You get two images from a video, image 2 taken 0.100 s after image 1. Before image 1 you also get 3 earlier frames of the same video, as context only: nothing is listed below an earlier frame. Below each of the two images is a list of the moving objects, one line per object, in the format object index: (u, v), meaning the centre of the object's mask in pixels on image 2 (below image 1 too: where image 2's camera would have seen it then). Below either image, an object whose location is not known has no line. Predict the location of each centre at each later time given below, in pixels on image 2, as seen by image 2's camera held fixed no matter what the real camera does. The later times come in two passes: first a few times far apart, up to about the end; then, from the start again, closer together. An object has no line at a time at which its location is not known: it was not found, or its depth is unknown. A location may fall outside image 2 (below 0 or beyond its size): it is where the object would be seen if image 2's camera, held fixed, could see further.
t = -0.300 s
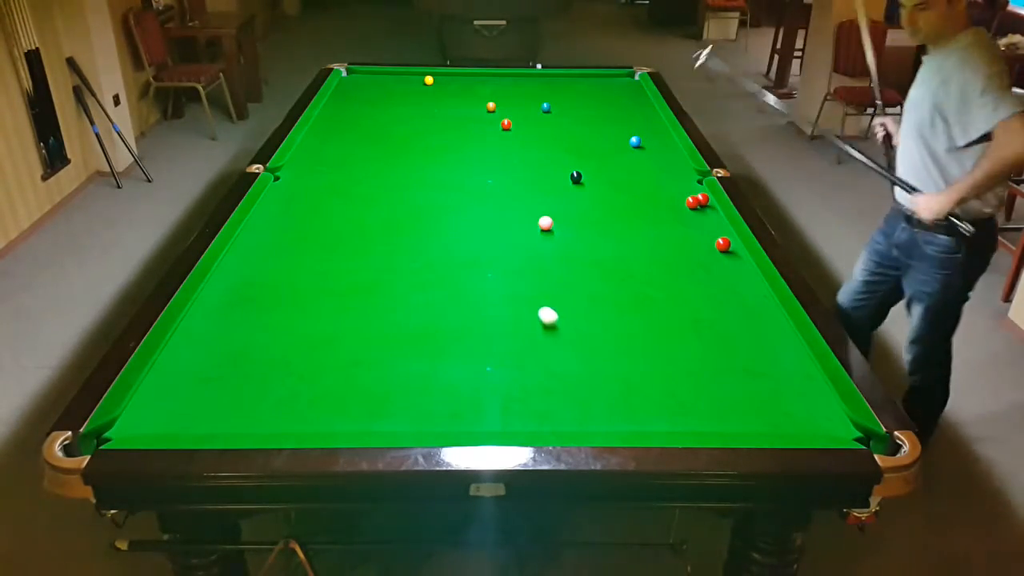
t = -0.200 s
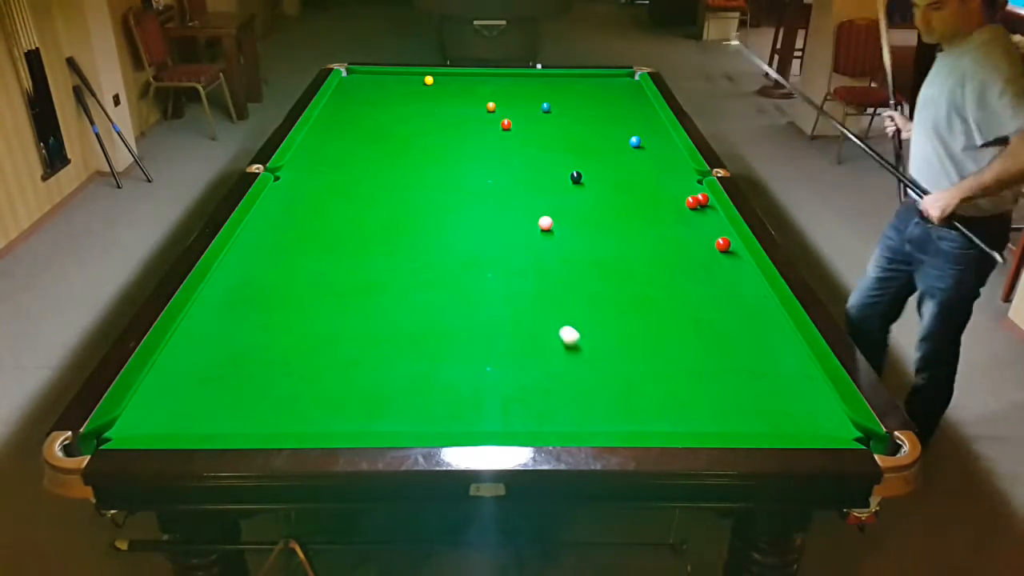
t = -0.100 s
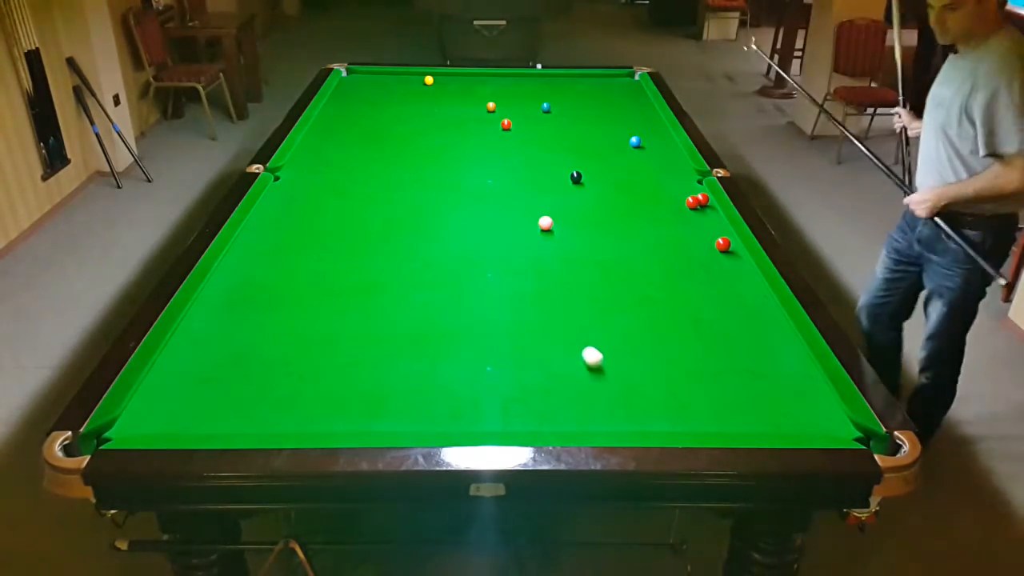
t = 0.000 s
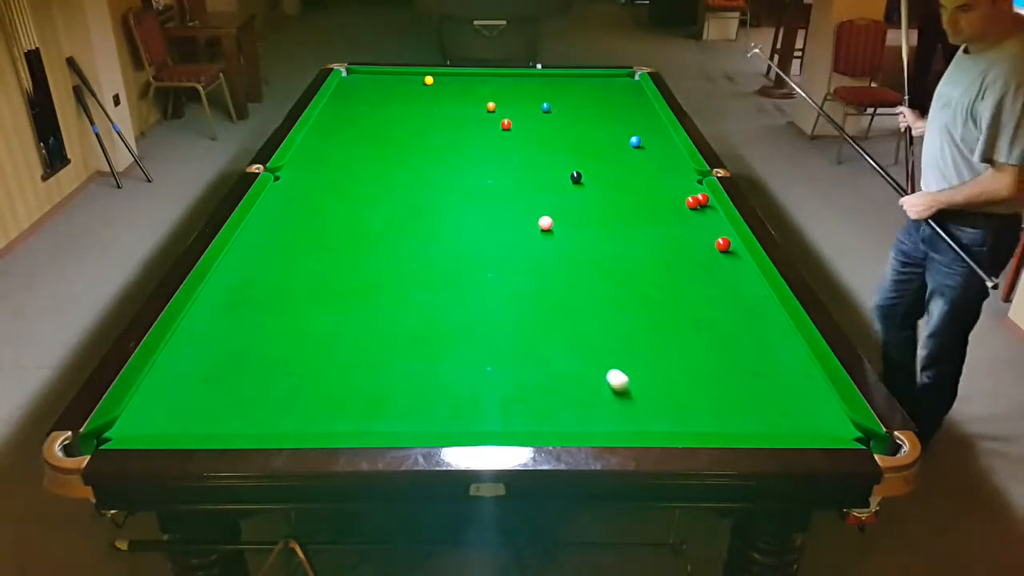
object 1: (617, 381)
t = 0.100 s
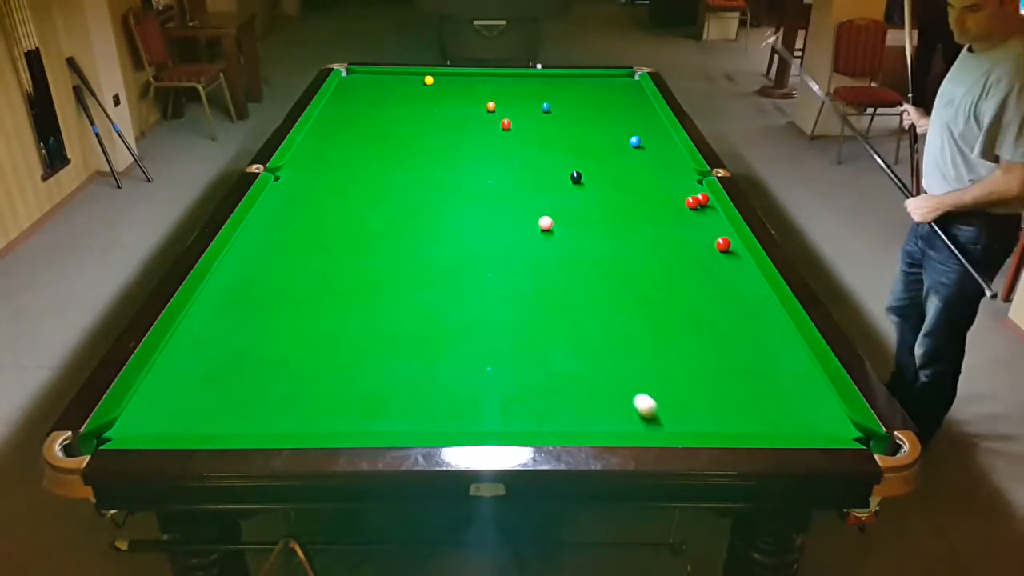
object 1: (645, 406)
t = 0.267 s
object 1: (683, 412)
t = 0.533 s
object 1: (719, 370)
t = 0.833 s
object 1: (754, 331)
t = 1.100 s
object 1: (759, 304)
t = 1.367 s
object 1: (721, 283)
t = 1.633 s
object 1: (688, 265)
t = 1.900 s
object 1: (660, 248)
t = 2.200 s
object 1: (633, 233)
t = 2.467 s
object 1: (612, 221)
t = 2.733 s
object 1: (594, 210)
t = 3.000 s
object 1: (578, 201)
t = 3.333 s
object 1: (562, 190)
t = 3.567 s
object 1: (551, 184)
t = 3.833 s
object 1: (540, 178)
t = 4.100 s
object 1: (531, 172)
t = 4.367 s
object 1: (523, 168)
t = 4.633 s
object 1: (515, 163)
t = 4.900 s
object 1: (509, 160)
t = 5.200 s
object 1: (503, 157)
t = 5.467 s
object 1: (499, 155)
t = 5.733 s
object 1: (496, 153)
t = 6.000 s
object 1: (493, 152)
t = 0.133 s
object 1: (655, 415)
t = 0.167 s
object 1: (664, 421)
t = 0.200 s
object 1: (673, 423)
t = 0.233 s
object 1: (678, 418)
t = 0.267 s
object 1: (683, 412)
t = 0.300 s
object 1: (688, 406)
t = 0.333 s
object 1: (693, 401)
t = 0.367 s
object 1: (697, 395)
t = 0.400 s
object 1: (702, 390)
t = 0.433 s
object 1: (706, 385)
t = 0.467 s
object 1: (711, 380)
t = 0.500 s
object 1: (715, 375)
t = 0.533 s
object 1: (719, 370)
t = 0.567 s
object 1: (723, 365)
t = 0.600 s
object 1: (727, 361)
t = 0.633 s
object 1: (732, 356)
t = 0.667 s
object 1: (736, 352)
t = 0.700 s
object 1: (739, 347)
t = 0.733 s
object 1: (743, 343)
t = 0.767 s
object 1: (747, 339)
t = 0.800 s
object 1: (751, 335)
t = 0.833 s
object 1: (754, 331)
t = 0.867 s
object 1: (758, 328)
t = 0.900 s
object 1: (761, 324)
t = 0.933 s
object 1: (765, 320)
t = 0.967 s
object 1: (768, 317)
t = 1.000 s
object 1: (771, 313)
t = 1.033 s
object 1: (770, 310)
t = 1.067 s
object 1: (764, 307)
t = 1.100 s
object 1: (759, 304)
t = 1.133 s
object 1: (754, 301)
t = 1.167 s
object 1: (749, 298)
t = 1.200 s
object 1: (744, 296)
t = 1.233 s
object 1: (739, 293)
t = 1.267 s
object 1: (734, 290)
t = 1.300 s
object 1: (730, 288)
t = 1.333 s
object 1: (725, 285)
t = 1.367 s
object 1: (721, 283)
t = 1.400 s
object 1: (716, 280)
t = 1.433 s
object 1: (712, 278)
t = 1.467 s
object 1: (708, 275)
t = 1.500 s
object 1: (704, 273)
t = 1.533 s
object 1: (700, 271)
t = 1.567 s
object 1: (696, 269)
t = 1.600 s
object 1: (692, 267)
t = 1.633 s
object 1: (688, 265)
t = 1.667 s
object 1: (684, 262)
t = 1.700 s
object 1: (681, 260)
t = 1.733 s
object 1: (677, 258)
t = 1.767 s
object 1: (674, 256)
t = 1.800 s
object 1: (670, 254)
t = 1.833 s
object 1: (667, 252)
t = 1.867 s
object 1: (663, 250)
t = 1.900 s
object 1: (660, 248)
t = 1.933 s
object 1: (657, 247)
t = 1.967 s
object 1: (654, 245)
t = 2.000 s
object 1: (650, 243)
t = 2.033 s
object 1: (647, 241)
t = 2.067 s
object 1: (644, 240)
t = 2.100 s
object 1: (641, 238)
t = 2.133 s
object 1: (638, 236)
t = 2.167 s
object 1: (636, 235)
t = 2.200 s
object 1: (633, 233)
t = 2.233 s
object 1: (630, 231)
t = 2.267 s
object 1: (627, 230)
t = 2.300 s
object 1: (625, 228)
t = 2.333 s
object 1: (622, 227)
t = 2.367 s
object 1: (620, 225)
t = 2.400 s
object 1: (617, 224)
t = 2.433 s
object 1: (615, 222)
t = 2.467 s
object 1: (612, 221)
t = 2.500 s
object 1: (610, 219)
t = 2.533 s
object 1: (607, 218)
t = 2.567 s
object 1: (605, 217)
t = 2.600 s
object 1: (603, 215)
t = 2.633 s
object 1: (601, 214)
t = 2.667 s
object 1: (598, 212)
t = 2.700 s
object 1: (596, 211)
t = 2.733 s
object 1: (594, 210)
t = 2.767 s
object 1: (592, 209)
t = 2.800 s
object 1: (590, 207)
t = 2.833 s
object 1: (588, 206)
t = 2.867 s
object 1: (586, 205)
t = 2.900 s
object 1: (584, 204)
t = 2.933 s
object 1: (582, 203)
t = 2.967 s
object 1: (580, 202)
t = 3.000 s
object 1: (578, 201)
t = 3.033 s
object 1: (577, 200)
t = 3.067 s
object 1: (575, 199)
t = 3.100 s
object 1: (573, 197)
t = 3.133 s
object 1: (571, 196)
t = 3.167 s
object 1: (570, 195)
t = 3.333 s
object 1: (562, 190)
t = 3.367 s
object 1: (560, 190)
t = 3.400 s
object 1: (558, 189)
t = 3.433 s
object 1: (557, 188)
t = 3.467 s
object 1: (555, 187)
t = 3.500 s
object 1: (554, 186)
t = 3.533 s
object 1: (552, 185)
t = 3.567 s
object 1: (551, 184)
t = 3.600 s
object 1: (549, 183)
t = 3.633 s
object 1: (548, 182)
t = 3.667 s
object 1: (547, 182)
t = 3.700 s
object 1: (545, 181)
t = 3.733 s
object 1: (544, 180)
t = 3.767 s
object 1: (543, 179)
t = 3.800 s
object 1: (541, 179)
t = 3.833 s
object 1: (540, 178)
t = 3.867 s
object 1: (539, 177)
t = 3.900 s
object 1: (538, 176)
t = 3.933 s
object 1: (537, 176)
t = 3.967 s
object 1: (535, 175)
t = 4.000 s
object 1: (534, 174)
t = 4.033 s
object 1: (533, 174)
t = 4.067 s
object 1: (532, 173)
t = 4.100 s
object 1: (531, 172)
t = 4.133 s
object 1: (530, 172)
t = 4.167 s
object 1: (529, 171)
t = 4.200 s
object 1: (528, 170)
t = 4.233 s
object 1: (527, 170)
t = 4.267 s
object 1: (526, 169)
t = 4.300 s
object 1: (525, 169)
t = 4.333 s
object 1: (524, 168)
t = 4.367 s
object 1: (523, 168)
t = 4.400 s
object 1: (522, 167)
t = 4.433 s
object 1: (521, 166)
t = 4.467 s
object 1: (520, 166)
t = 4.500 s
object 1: (519, 165)
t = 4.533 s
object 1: (518, 165)
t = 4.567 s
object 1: (517, 164)
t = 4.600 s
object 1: (516, 164)
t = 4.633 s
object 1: (515, 163)
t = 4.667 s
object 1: (515, 163)
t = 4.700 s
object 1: (514, 163)
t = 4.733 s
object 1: (513, 162)
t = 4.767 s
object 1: (512, 162)
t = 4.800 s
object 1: (511, 161)
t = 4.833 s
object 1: (511, 161)
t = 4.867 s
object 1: (510, 161)
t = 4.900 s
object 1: (509, 160)
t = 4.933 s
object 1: (508, 160)
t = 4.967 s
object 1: (508, 159)
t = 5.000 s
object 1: (507, 159)
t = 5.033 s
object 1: (506, 159)
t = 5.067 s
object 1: (506, 158)
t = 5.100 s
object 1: (505, 158)
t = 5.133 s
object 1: (505, 158)
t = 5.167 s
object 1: (504, 157)
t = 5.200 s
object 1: (503, 157)
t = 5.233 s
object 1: (503, 157)
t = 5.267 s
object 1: (502, 157)
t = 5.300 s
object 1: (502, 156)
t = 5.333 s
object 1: (501, 156)
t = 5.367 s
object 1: (501, 156)
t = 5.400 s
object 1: (500, 155)
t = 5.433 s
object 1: (500, 155)
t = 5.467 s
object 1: (499, 155)
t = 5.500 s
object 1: (498, 155)
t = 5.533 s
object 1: (498, 154)
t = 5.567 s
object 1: (498, 154)
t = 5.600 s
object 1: (497, 154)
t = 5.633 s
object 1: (497, 154)
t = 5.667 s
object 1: (496, 154)
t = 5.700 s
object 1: (496, 153)
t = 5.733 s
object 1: (496, 153)
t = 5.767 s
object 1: (495, 153)
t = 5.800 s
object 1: (495, 153)
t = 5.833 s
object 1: (495, 153)
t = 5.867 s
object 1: (494, 153)
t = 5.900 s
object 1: (494, 153)
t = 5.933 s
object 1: (494, 152)
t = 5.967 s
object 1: (493, 152)
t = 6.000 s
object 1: (493, 152)
